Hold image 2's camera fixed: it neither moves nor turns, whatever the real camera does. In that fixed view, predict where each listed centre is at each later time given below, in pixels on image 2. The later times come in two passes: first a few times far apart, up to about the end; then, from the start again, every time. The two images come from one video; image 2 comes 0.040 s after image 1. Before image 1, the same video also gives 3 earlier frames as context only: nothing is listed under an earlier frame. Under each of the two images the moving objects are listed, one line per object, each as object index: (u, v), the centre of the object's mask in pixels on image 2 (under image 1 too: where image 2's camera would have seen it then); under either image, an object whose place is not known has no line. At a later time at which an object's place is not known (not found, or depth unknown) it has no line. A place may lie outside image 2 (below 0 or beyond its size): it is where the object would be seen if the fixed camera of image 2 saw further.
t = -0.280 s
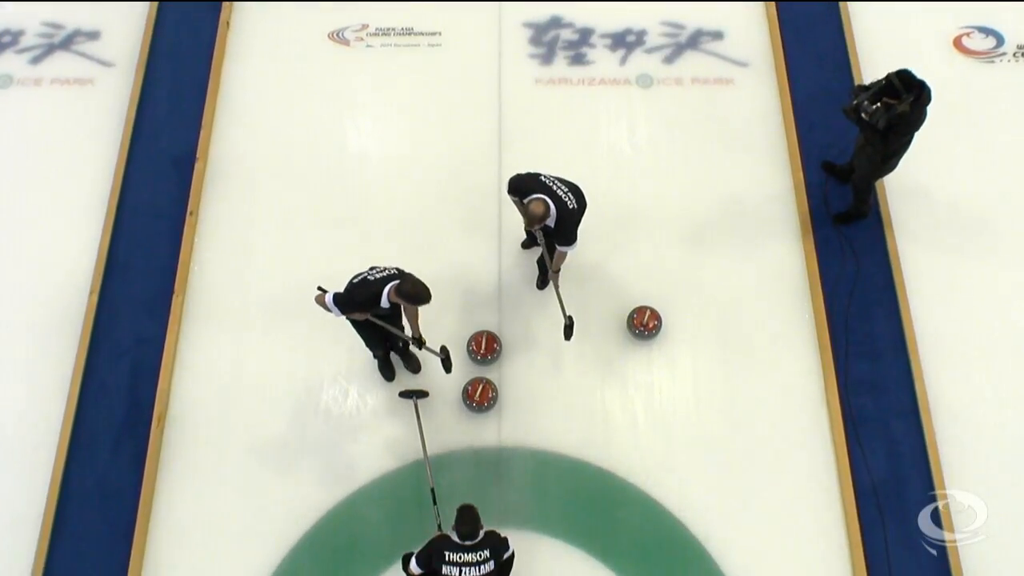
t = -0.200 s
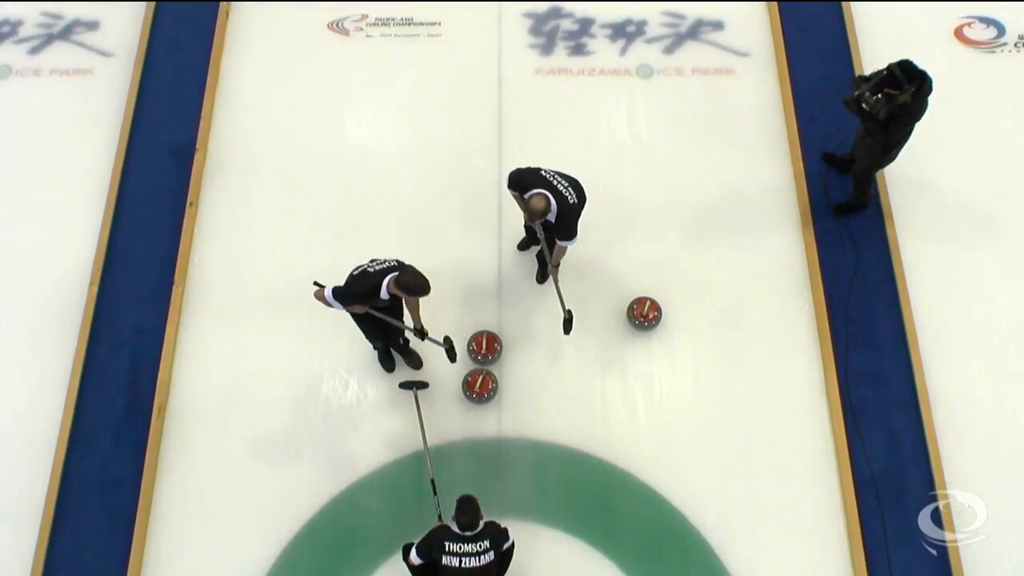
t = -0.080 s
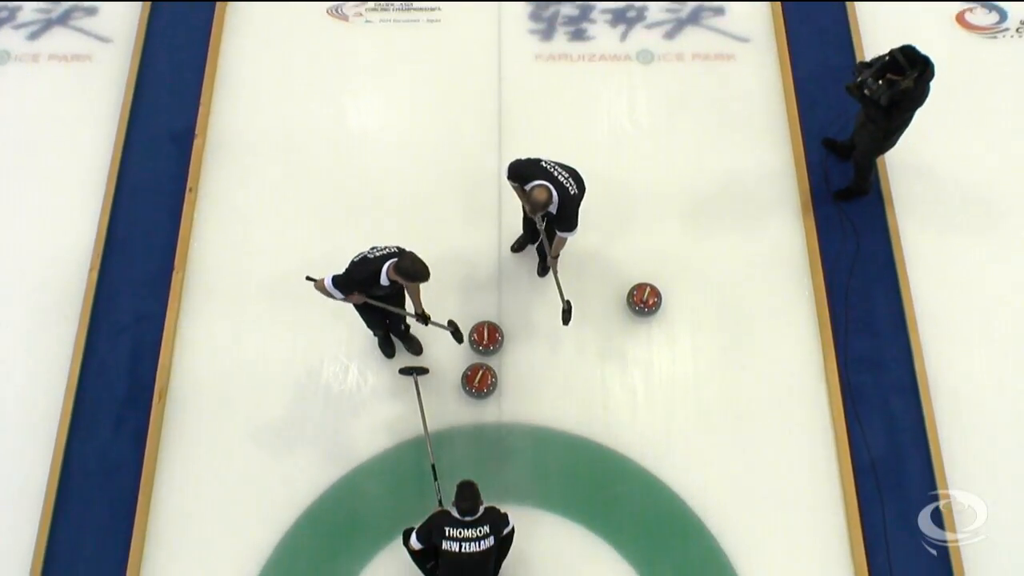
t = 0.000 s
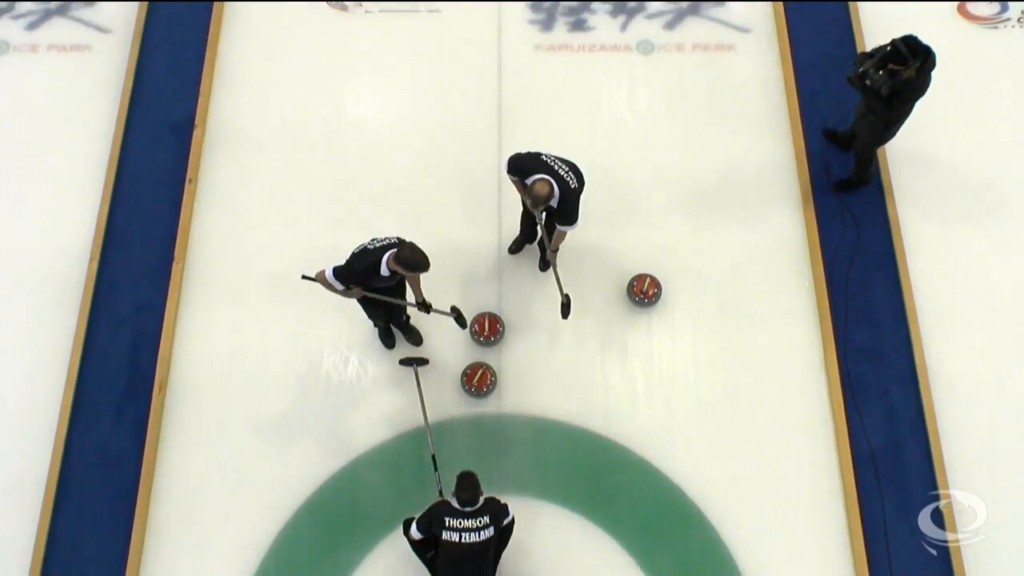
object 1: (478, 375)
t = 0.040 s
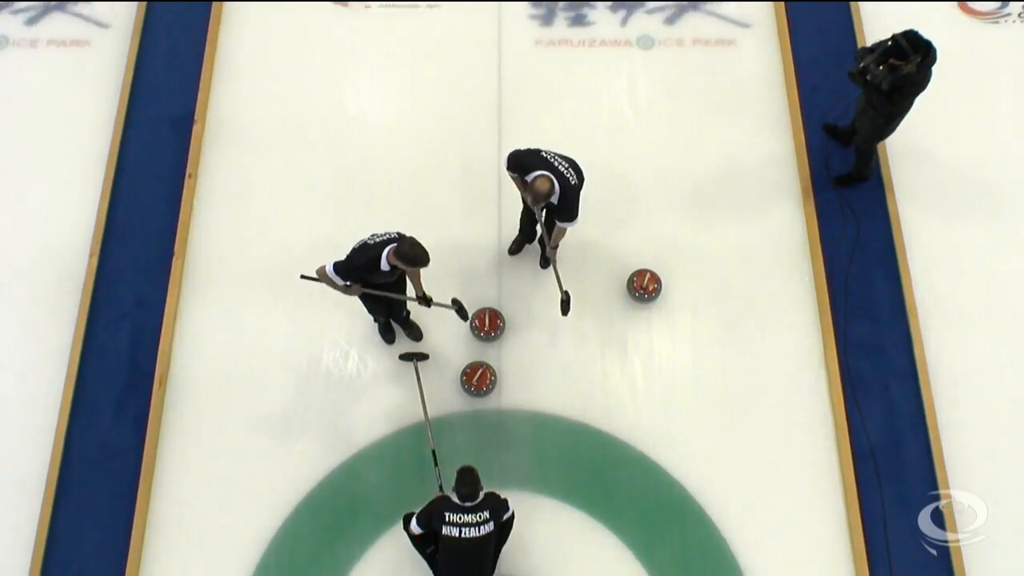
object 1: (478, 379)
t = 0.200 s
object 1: (477, 395)
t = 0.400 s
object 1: (476, 414)
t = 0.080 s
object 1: (478, 383)
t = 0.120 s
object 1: (477, 387)
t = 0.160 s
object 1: (477, 391)
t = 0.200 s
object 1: (477, 395)
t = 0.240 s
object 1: (477, 399)
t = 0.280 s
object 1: (477, 403)
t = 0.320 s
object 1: (476, 407)
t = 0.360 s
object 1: (476, 410)
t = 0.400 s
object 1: (476, 414)
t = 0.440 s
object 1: (476, 418)
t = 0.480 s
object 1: (475, 422)
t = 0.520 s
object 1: (475, 426)
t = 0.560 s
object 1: (474, 430)
